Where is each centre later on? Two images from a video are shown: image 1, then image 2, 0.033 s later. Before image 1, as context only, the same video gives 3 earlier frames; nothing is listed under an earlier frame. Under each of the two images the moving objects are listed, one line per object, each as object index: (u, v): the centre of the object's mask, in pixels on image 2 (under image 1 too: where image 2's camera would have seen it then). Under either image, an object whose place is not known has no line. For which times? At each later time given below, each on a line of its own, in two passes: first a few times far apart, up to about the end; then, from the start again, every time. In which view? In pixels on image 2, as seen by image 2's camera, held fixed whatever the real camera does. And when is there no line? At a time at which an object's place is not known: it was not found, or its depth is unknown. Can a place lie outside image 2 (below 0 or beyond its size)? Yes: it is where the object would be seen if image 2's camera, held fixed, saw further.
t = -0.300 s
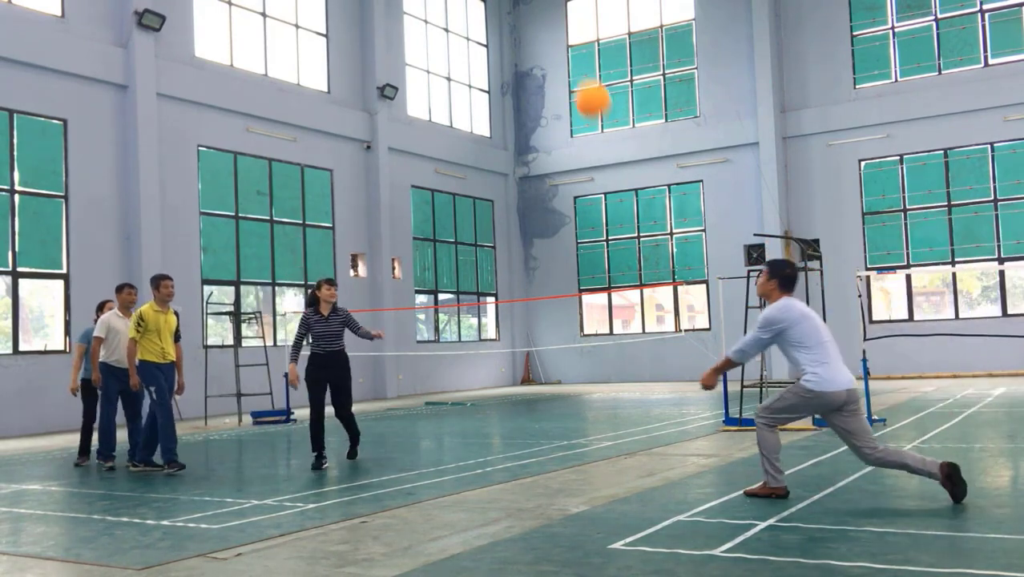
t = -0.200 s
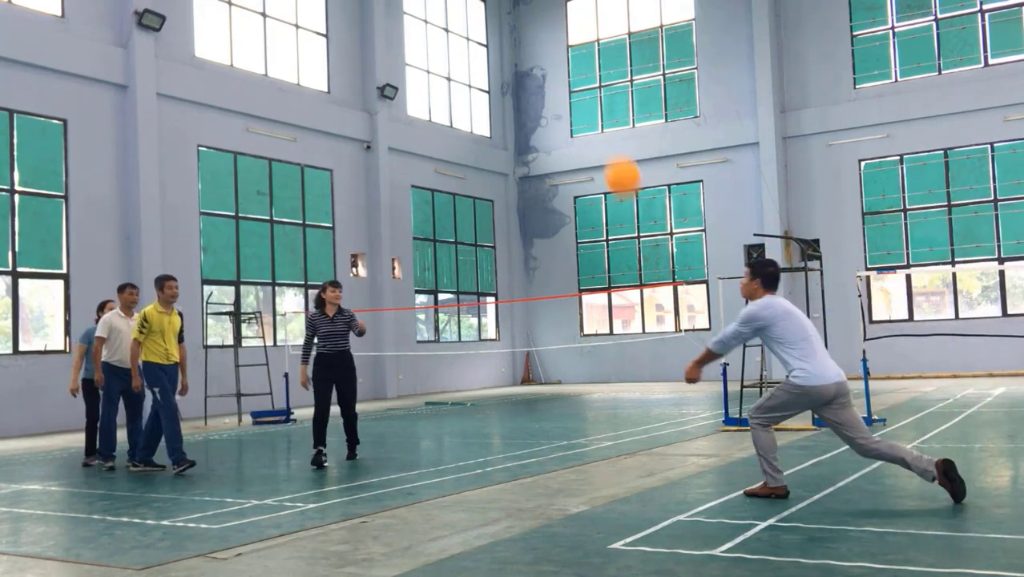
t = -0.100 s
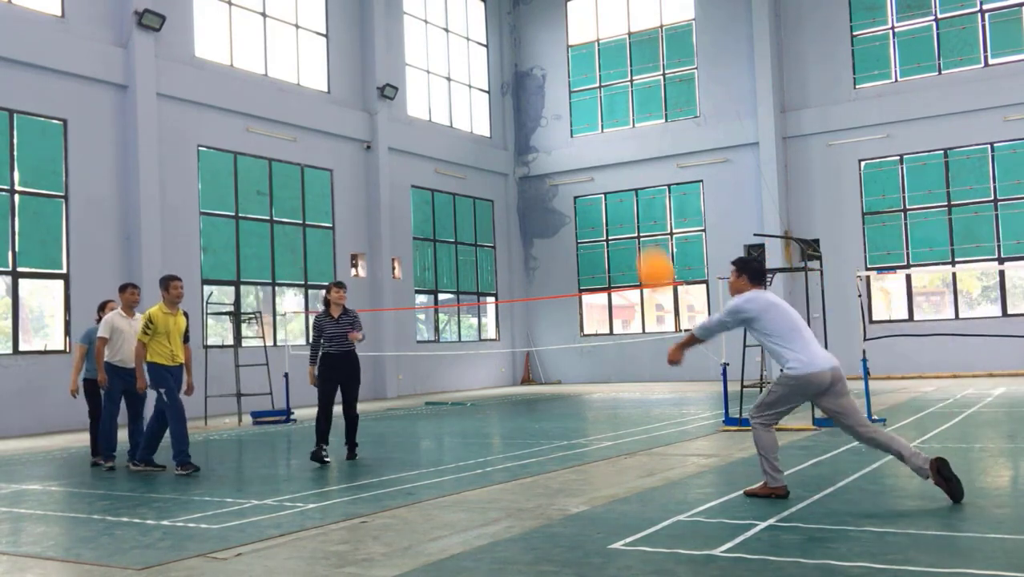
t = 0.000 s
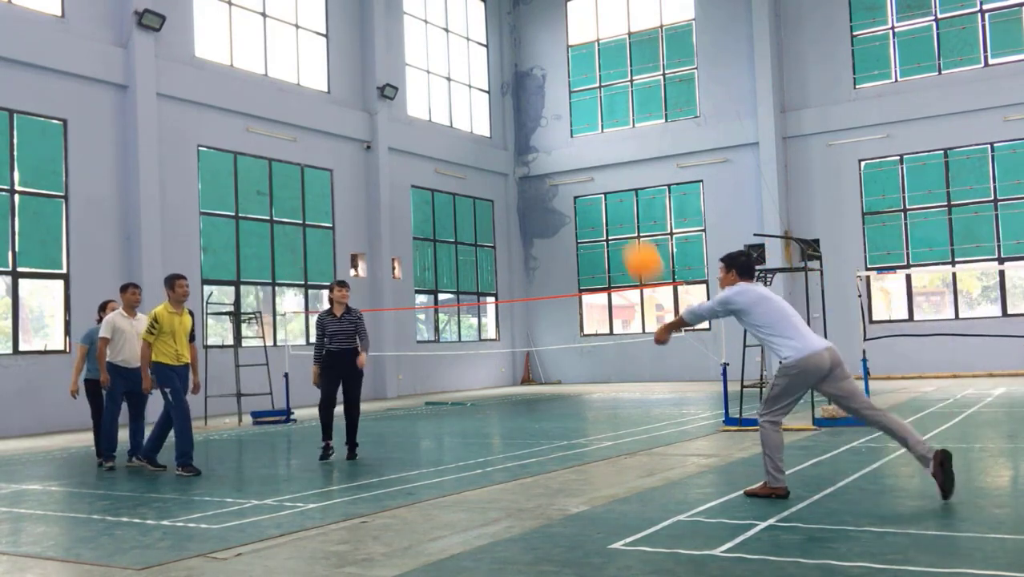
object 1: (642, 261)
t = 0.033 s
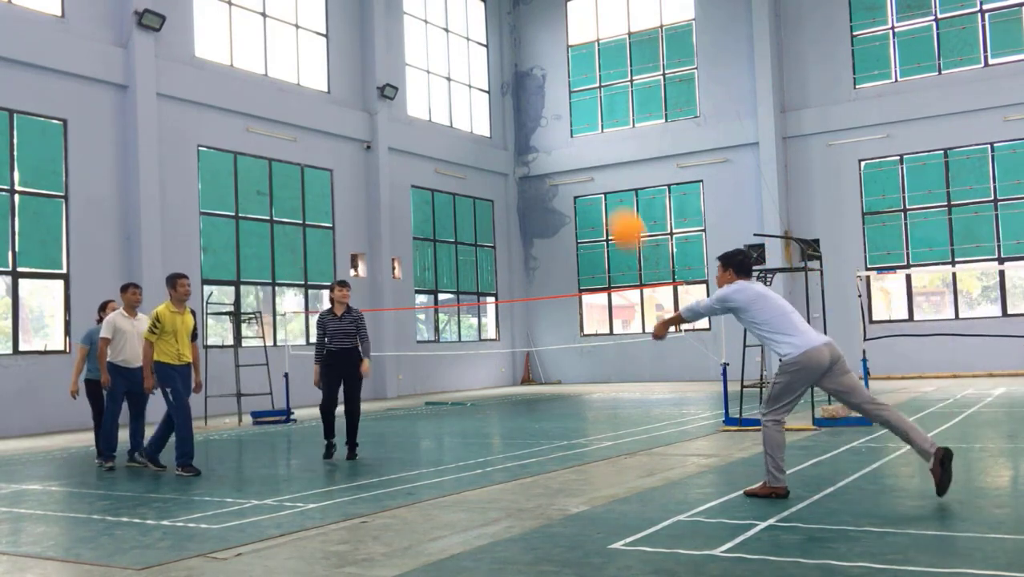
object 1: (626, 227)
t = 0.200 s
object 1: (552, 101)
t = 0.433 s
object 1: (464, 11)
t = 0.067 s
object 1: (611, 198)
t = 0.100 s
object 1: (595, 171)
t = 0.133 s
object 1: (581, 146)
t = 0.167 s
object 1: (566, 122)
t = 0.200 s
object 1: (552, 101)
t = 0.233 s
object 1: (538, 82)
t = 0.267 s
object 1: (525, 66)
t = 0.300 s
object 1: (512, 51)
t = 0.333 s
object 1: (501, 38)
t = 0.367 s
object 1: (490, 27)
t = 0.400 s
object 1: (478, 18)
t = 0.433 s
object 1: (464, 11)
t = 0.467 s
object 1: (452, 8)
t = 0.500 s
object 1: (441, 6)
